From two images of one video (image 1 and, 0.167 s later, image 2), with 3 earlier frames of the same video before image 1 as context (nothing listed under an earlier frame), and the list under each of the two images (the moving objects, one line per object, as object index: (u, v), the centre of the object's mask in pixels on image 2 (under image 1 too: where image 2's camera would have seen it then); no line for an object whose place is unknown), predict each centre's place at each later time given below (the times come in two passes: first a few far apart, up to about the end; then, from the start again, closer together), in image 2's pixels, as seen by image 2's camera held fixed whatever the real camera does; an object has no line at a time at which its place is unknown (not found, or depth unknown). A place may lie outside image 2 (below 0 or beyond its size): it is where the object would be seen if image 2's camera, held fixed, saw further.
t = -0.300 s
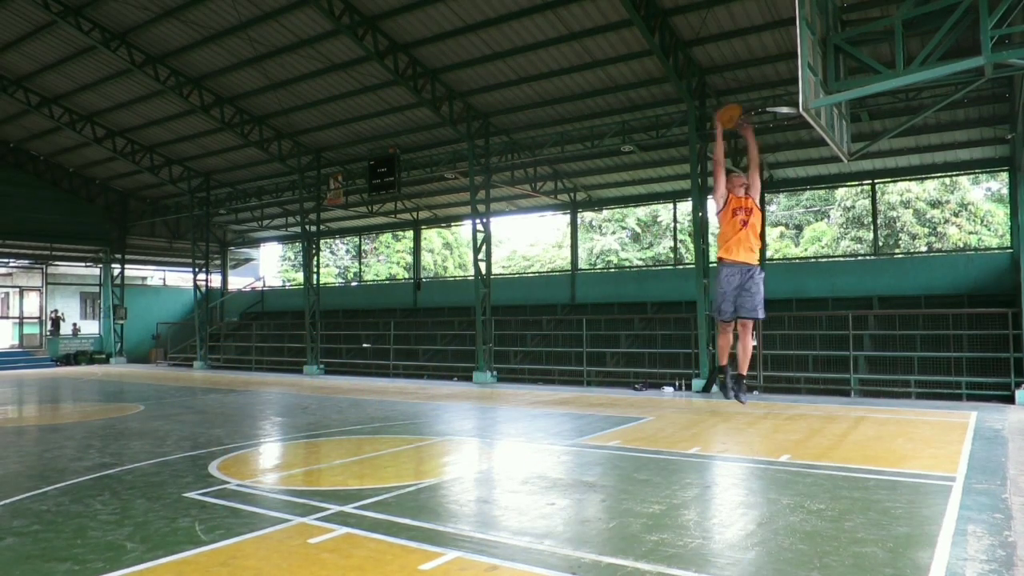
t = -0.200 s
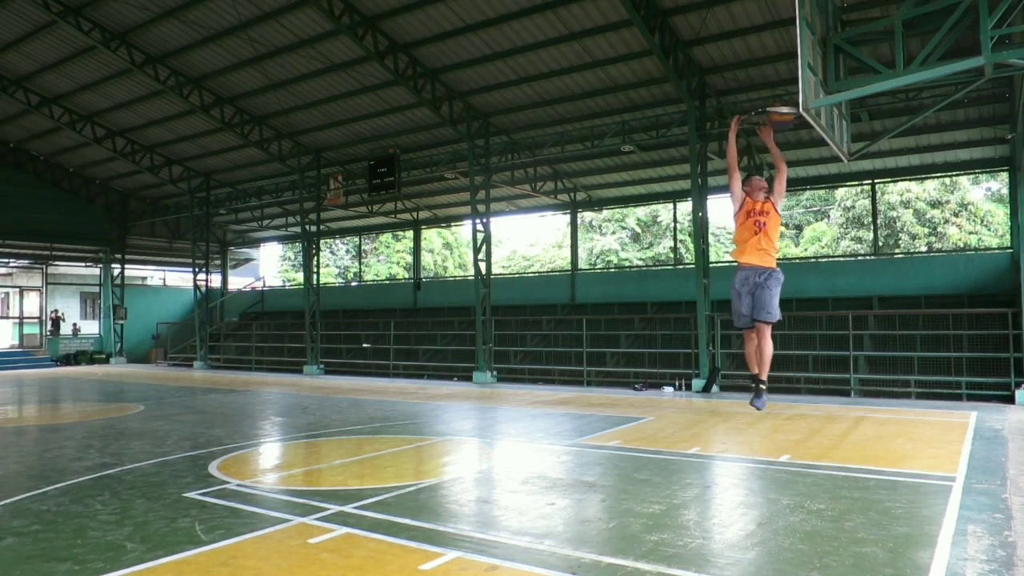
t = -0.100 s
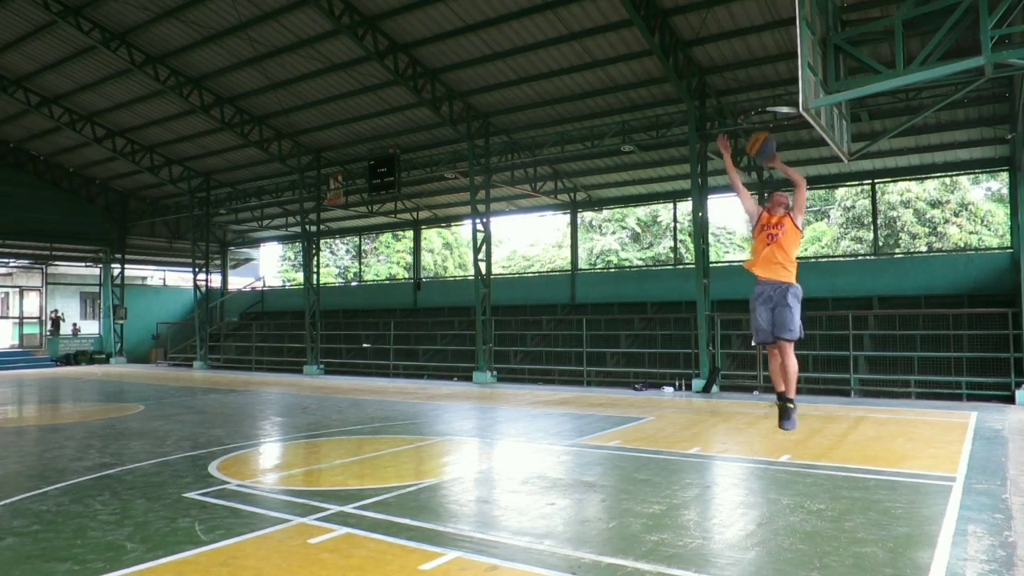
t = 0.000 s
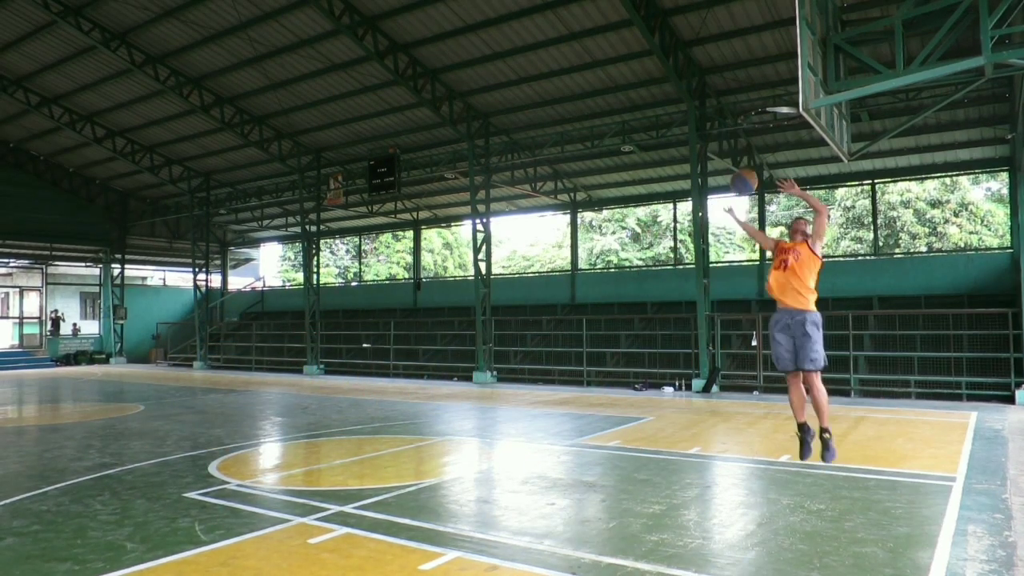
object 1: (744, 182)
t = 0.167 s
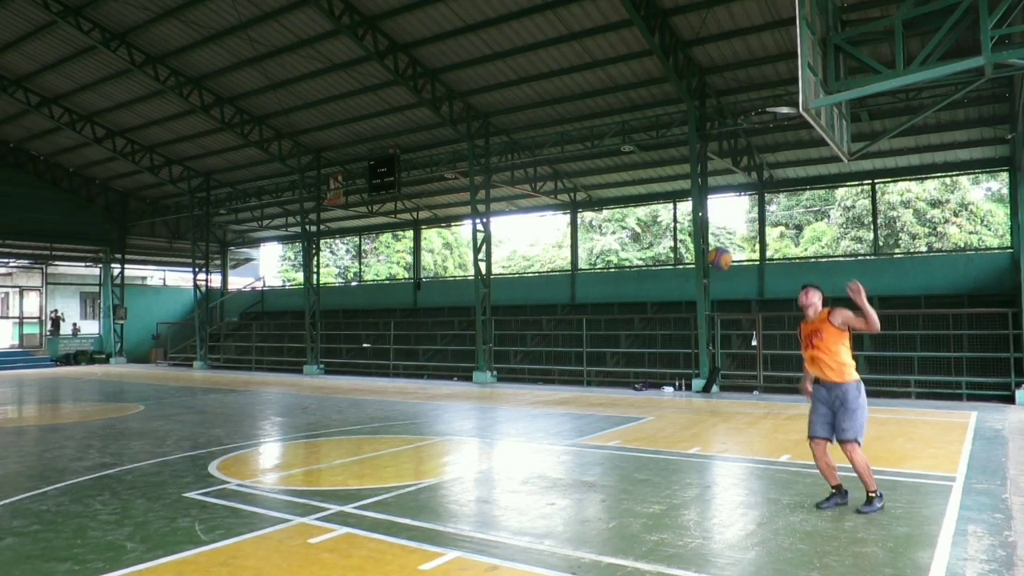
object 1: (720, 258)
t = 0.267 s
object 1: (708, 310)
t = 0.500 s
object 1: (682, 436)
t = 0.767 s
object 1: (660, 323)
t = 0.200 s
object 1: (717, 276)
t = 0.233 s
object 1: (713, 293)
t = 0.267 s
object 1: (708, 310)
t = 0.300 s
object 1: (704, 329)
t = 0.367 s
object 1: (697, 367)
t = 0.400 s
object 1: (694, 387)
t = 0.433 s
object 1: (689, 407)
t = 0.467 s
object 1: (686, 428)
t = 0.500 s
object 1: (682, 436)
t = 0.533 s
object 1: (680, 418)
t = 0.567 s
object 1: (678, 401)
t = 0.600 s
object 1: (675, 385)
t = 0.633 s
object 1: (672, 371)
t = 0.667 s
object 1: (668, 358)
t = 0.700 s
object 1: (665, 345)
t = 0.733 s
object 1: (662, 334)
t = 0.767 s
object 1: (660, 323)
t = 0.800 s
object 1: (656, 315)
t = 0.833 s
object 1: (654, 308)
